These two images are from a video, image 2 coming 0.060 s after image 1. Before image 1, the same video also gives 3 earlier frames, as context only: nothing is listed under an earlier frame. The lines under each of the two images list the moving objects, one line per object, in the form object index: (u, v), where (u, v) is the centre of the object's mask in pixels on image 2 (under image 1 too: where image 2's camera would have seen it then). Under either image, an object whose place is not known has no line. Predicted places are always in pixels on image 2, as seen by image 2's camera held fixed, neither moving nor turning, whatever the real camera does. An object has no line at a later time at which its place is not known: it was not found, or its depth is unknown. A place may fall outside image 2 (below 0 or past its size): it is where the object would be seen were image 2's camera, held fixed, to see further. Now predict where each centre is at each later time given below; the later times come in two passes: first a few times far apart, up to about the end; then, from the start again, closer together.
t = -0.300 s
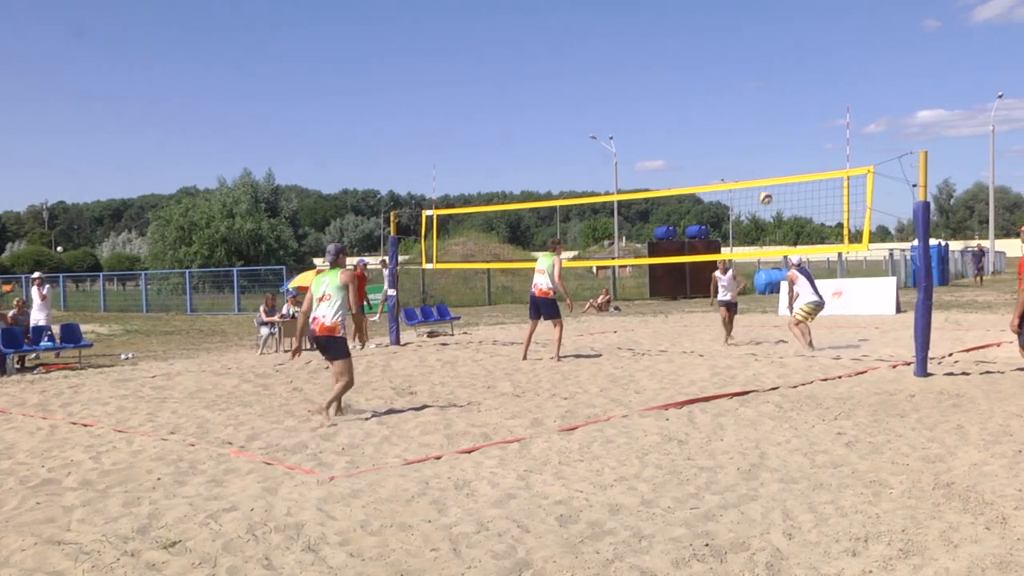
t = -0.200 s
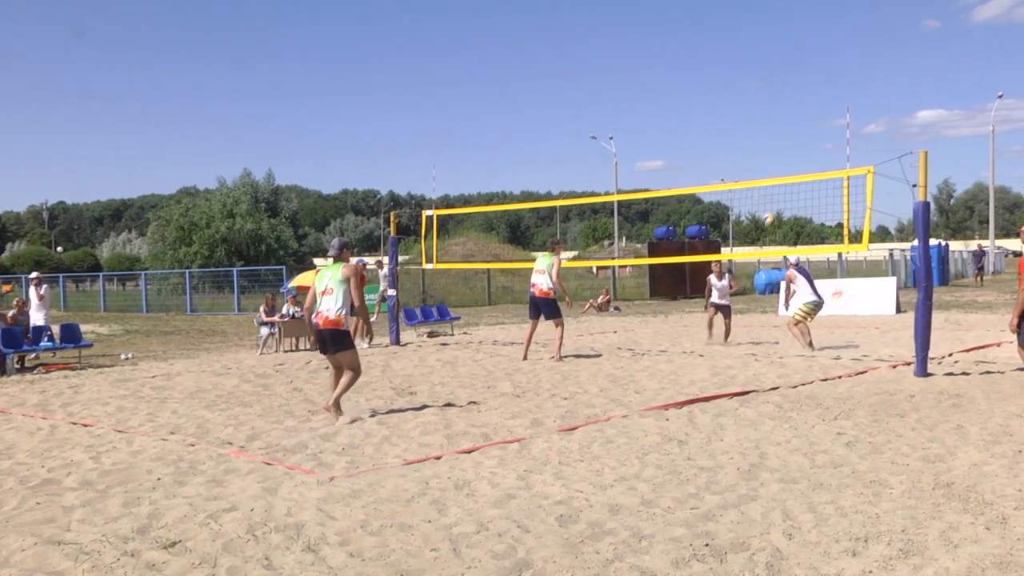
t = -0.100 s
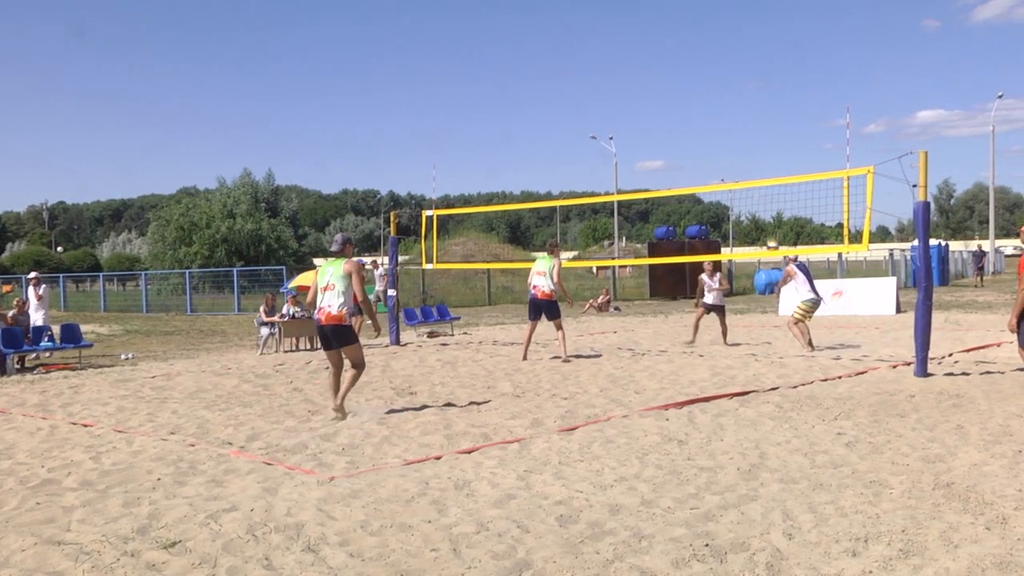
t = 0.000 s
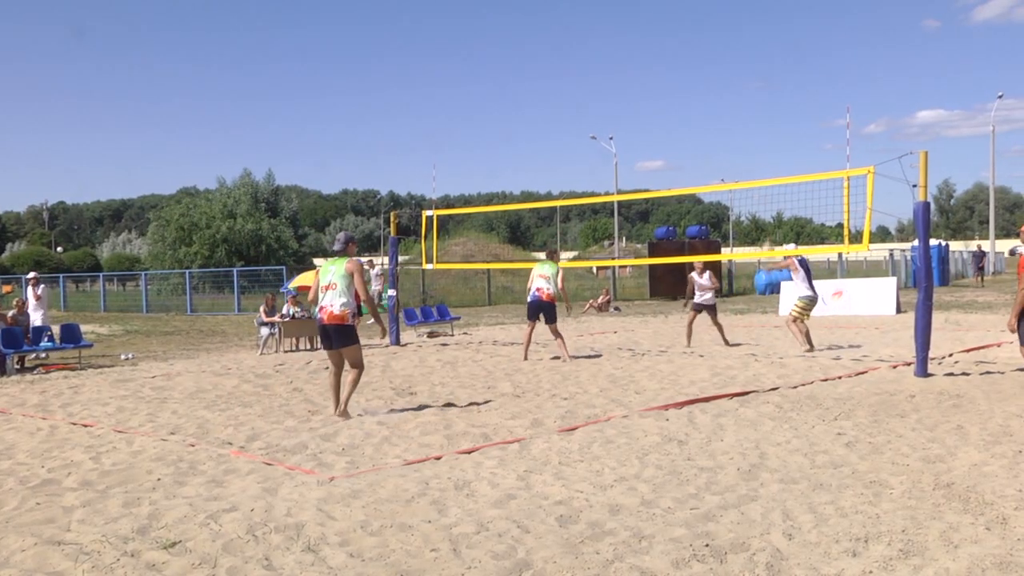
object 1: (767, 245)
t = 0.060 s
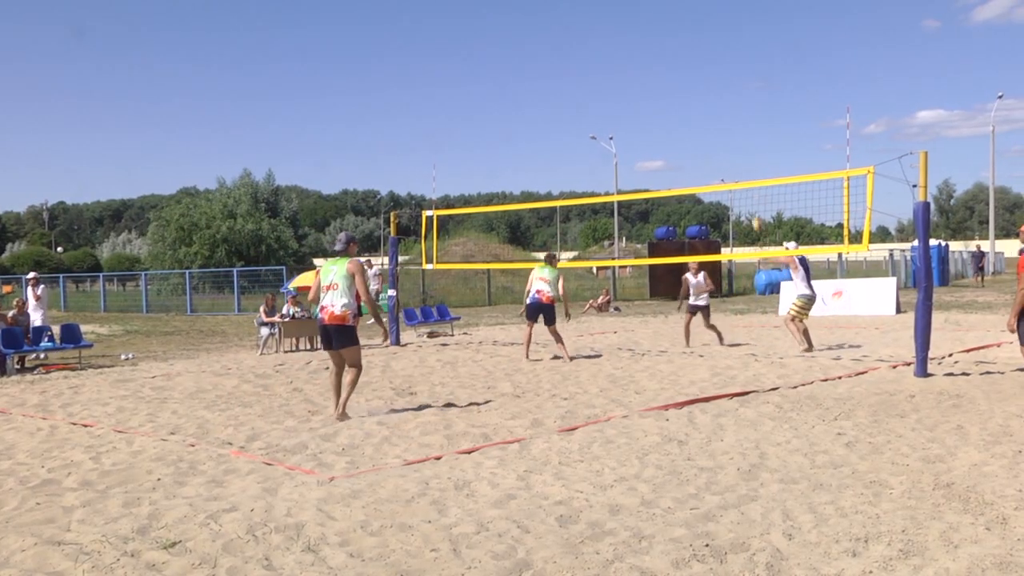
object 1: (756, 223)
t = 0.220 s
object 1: (729, 162)
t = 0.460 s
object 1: (691, 101)
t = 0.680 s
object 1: (658, 77)
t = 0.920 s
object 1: (625, 83)
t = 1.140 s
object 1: (597, 118)
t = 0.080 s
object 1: (753, 215)
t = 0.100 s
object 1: (750, 207)
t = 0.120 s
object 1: (746, 198)
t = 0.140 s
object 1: (744, 193)
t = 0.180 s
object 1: (736, 176)
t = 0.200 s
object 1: (733, 170)
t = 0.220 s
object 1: (729, 162)
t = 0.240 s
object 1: (726, 156)
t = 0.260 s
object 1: (723, 150)
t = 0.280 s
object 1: (720, 144)
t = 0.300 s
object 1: (717, 138)
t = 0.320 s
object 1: (714, 133)
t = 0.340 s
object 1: (710, 128)
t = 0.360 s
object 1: (707, 123)
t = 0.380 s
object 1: (704, 118)
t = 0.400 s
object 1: (701, 114)
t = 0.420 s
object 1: (698, 109)
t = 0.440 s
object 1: (694, 105)
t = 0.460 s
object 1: (691, 101)
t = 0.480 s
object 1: (688, 98)
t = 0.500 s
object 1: (685, 95)
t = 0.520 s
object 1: (682, 92)
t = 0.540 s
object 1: (679, 89)
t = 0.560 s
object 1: (676, 87)
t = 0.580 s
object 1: (673, 85)
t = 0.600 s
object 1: (670, 83)
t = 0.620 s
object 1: (667, 81)
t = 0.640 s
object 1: (664, 79)
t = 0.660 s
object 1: (661, 78)
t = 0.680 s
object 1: (658, 77)
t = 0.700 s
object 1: (655, 76)
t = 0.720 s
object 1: (652, 76)
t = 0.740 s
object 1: (649, 75)
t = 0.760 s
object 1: (646, 75)
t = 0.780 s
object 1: (644, 76)
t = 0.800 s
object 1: (641, 76)
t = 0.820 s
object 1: (638, 77)
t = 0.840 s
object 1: (636, 77)
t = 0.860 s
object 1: (633, 78)
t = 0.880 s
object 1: (630, 79)
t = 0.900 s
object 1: (628, 81)
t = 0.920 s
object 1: (625, 83)
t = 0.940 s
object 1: (622, 85)
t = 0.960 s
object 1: (620, 87)
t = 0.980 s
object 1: (617, 90)
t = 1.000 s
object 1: (615, 92)
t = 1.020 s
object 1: (612, 95)
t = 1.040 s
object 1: (609, 98)
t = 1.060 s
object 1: (606, 102)
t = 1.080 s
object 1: (604, 106)
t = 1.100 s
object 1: (602, 110)
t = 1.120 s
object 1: (599, 114)
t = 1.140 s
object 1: (597, 118)
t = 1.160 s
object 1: (595, 123)
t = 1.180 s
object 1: (592, 128)
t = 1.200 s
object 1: (590, 133)
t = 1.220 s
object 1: (588, 138)
